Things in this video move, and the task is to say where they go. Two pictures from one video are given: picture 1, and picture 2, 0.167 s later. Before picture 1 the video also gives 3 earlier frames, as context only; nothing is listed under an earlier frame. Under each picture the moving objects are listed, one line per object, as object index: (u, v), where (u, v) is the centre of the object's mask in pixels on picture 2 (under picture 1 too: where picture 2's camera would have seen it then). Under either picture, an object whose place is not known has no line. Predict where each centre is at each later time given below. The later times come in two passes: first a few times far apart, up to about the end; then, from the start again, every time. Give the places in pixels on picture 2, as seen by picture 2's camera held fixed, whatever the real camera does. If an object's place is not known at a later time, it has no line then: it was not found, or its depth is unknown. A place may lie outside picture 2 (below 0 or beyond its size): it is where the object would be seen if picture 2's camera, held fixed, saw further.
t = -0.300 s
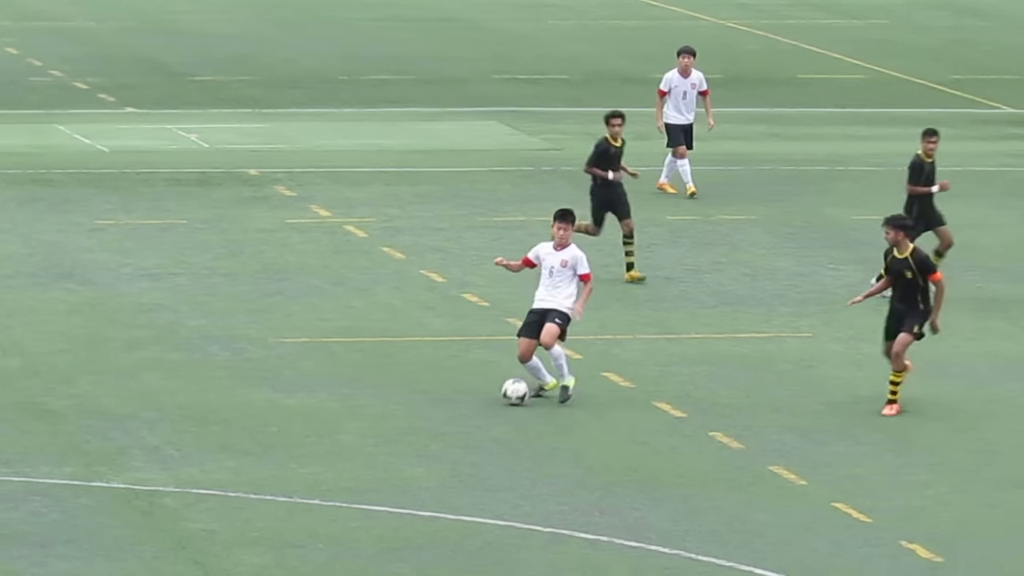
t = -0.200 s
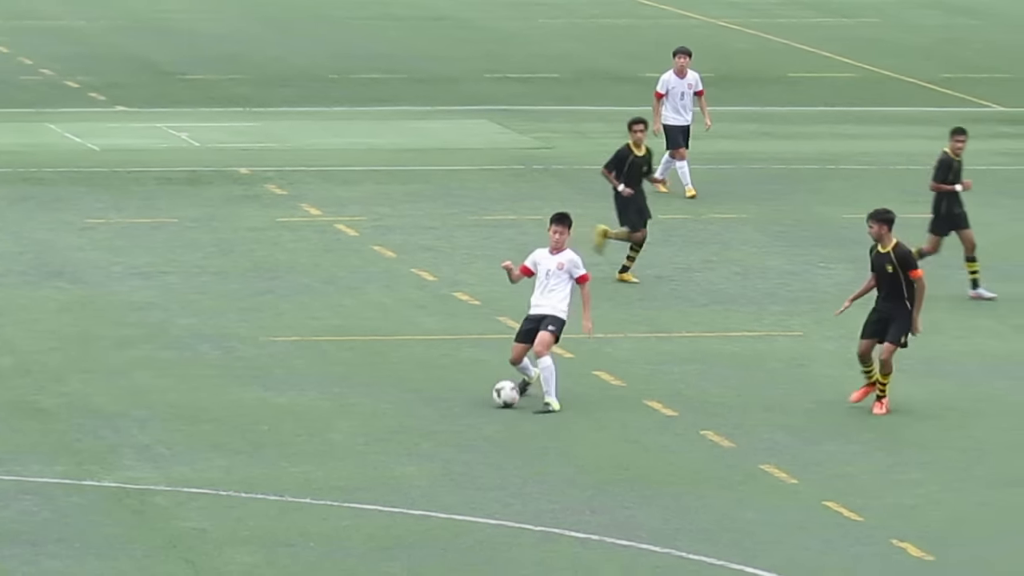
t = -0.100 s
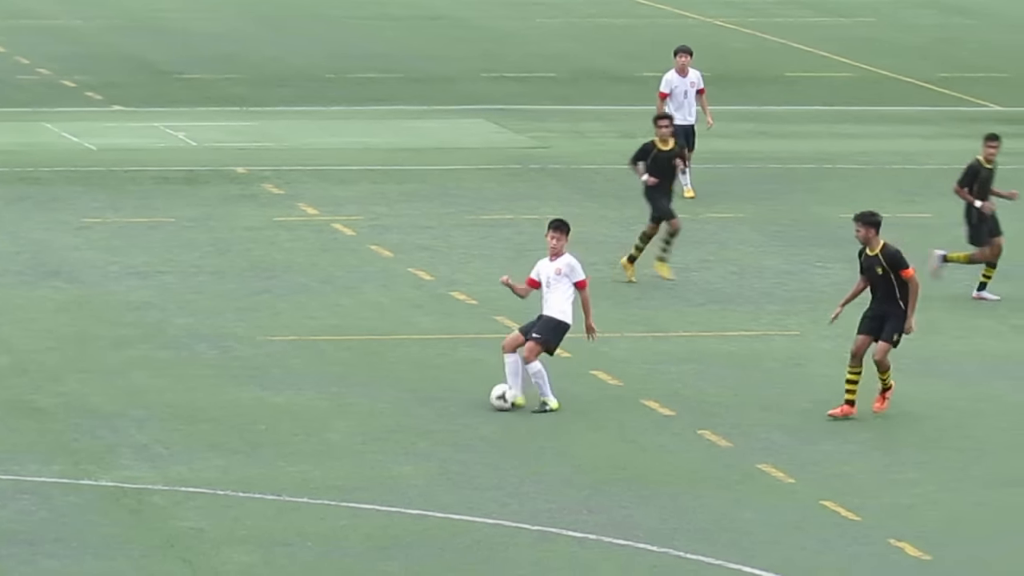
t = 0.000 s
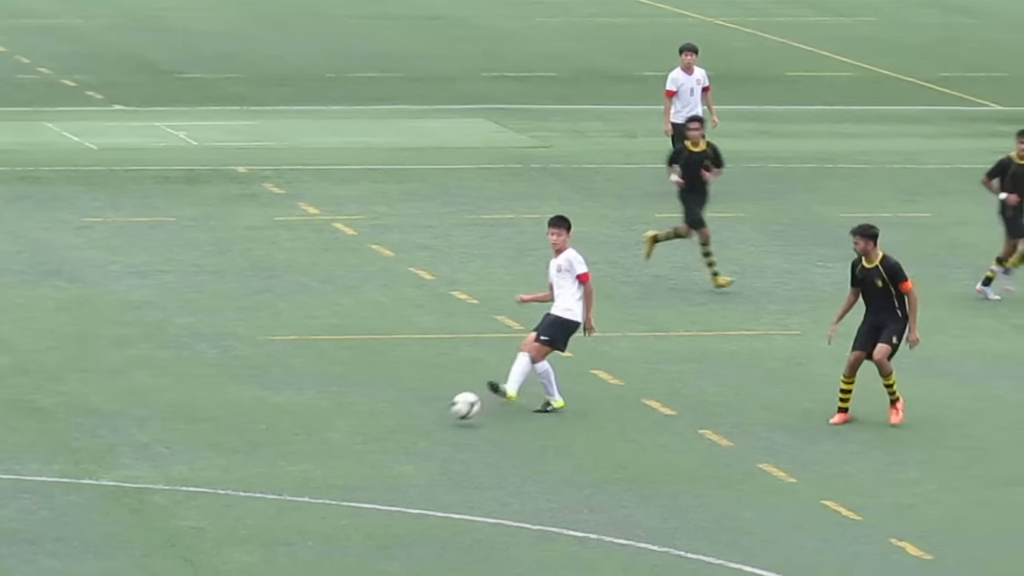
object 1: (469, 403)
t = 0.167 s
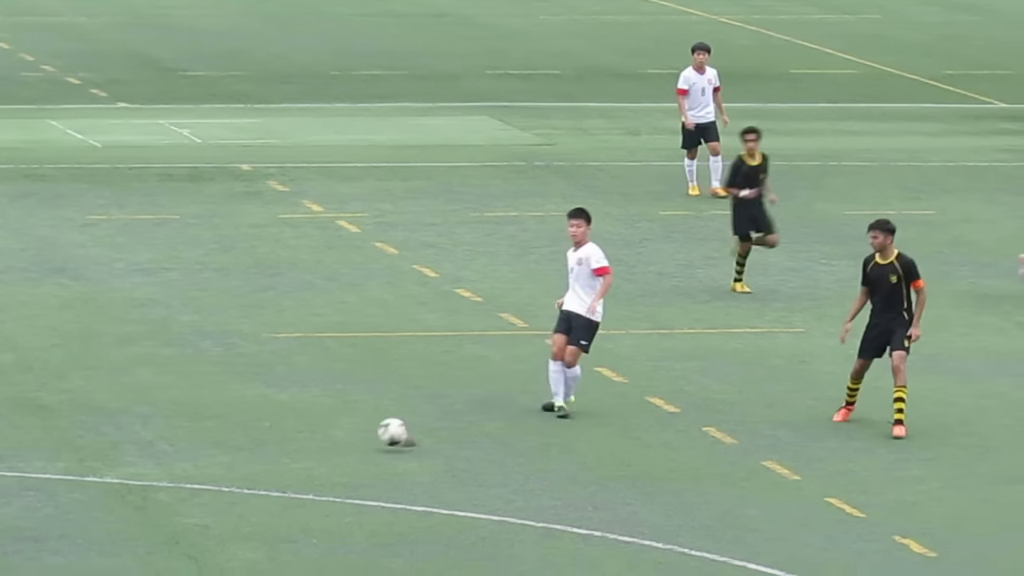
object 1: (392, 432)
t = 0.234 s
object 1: (366, 434)
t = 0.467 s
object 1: (271, 482)
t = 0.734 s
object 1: (177, 519)
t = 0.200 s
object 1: (380, 433)
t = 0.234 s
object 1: (366, 434)
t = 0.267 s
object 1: (352, 438)
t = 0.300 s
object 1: (339, 443)
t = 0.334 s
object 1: (325, 451)
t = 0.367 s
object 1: (310, 459)
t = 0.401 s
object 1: (296, 469)
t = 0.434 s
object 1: (281, 481)
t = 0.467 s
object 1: (271, 482)
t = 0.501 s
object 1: (259, 483)
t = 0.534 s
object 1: (248, 484)
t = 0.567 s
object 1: (236, 487)
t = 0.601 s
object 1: (223, 493)
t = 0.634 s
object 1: (211, 500)
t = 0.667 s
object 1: (199, 509)
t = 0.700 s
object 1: (188, 519)
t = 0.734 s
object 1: (177, 519)
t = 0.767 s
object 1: (167, 519)
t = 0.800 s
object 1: (157, 522)
